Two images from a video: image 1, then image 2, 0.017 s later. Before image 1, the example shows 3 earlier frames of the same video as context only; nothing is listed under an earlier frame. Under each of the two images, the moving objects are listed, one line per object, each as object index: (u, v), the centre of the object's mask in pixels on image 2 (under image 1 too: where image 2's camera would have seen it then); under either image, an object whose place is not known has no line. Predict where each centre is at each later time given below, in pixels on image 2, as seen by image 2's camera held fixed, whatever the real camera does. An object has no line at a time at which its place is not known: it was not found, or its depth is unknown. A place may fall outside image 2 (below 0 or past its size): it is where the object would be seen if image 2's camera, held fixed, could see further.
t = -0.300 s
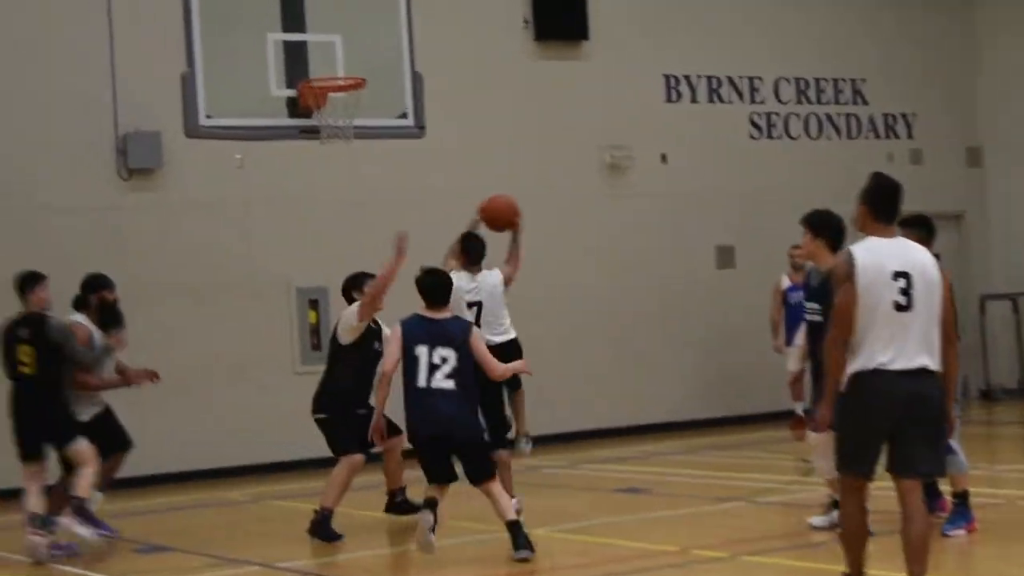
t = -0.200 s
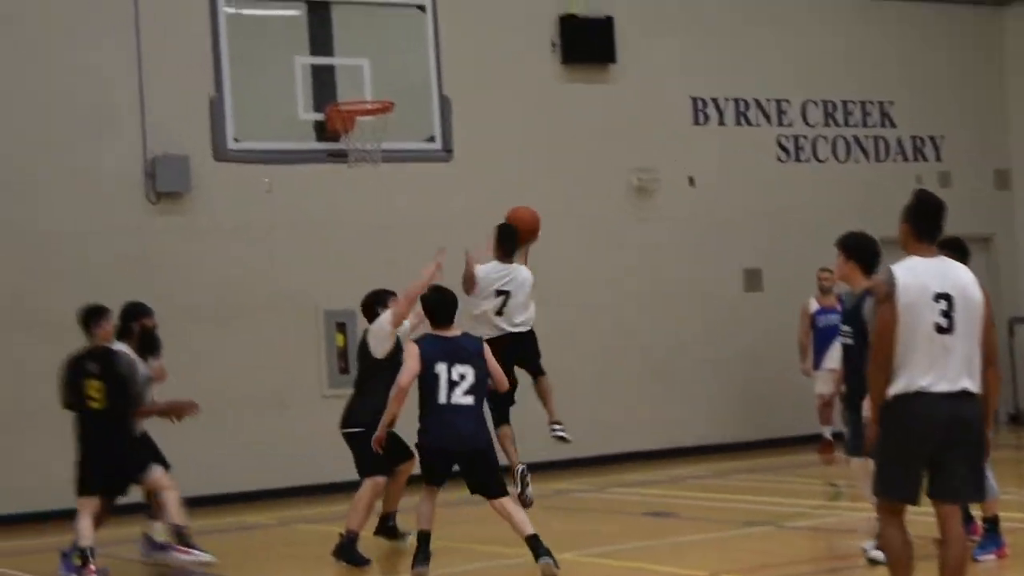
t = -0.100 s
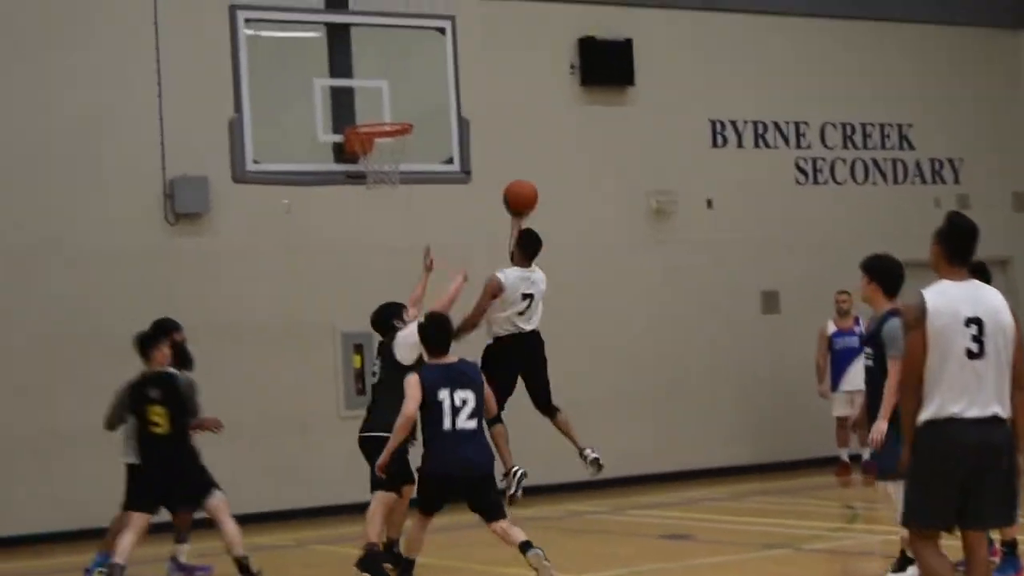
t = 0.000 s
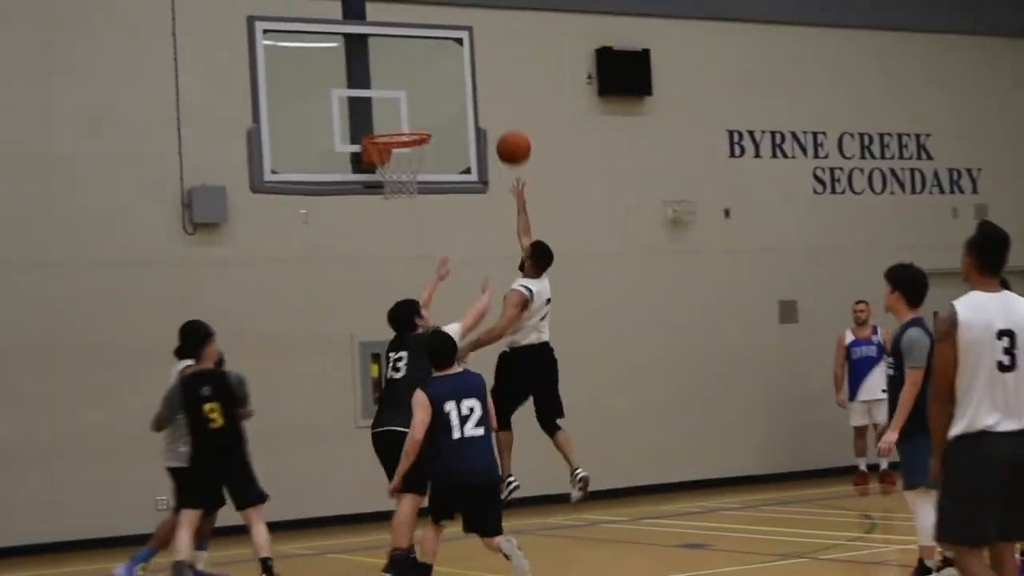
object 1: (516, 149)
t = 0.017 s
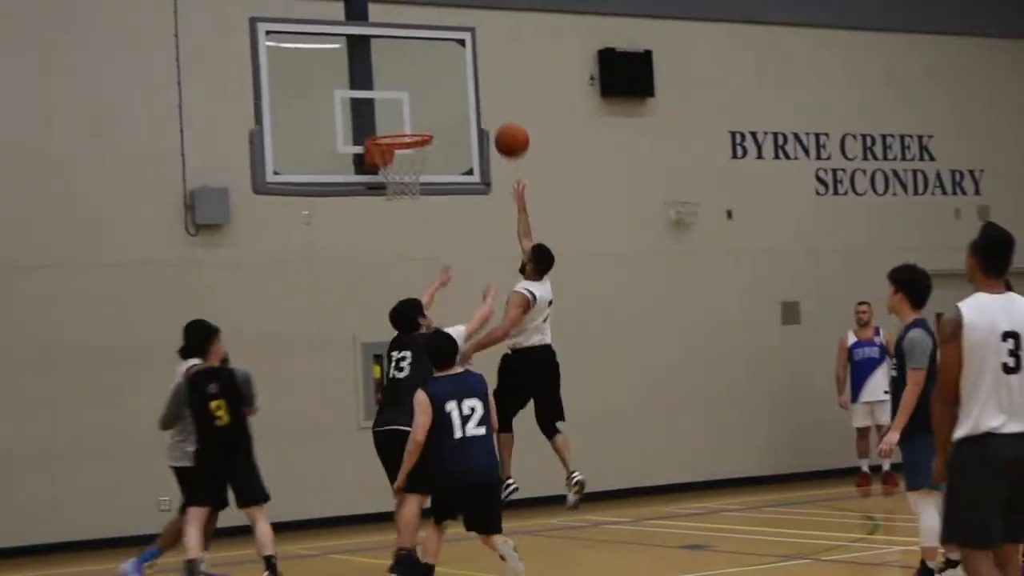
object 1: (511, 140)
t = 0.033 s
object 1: (507, 132)
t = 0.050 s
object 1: (503, 125)
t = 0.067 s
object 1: (499, 117)
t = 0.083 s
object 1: (495, 111)
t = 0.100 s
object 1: (491, 105)
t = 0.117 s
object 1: (486, 99)
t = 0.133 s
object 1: (482, 93)
